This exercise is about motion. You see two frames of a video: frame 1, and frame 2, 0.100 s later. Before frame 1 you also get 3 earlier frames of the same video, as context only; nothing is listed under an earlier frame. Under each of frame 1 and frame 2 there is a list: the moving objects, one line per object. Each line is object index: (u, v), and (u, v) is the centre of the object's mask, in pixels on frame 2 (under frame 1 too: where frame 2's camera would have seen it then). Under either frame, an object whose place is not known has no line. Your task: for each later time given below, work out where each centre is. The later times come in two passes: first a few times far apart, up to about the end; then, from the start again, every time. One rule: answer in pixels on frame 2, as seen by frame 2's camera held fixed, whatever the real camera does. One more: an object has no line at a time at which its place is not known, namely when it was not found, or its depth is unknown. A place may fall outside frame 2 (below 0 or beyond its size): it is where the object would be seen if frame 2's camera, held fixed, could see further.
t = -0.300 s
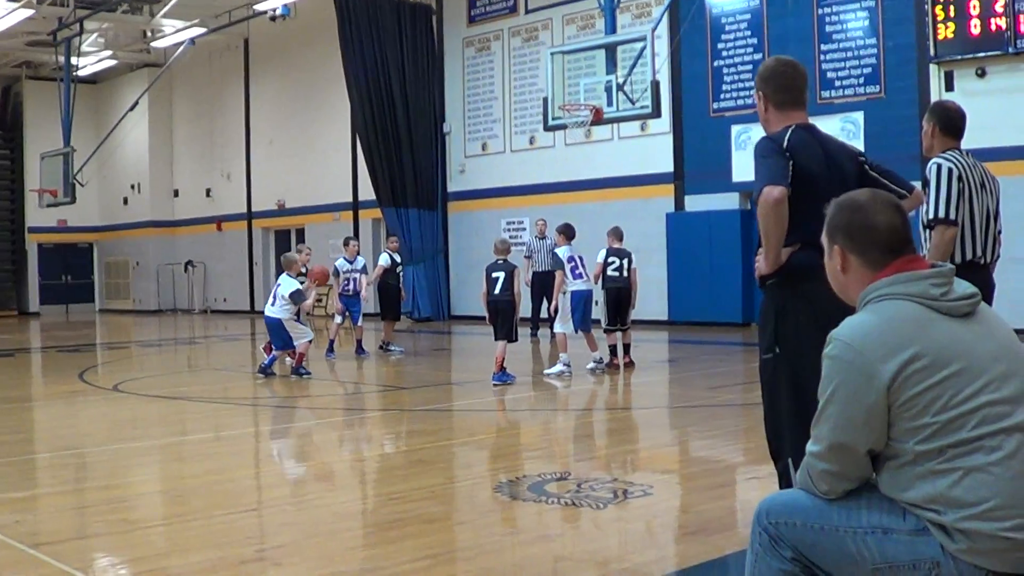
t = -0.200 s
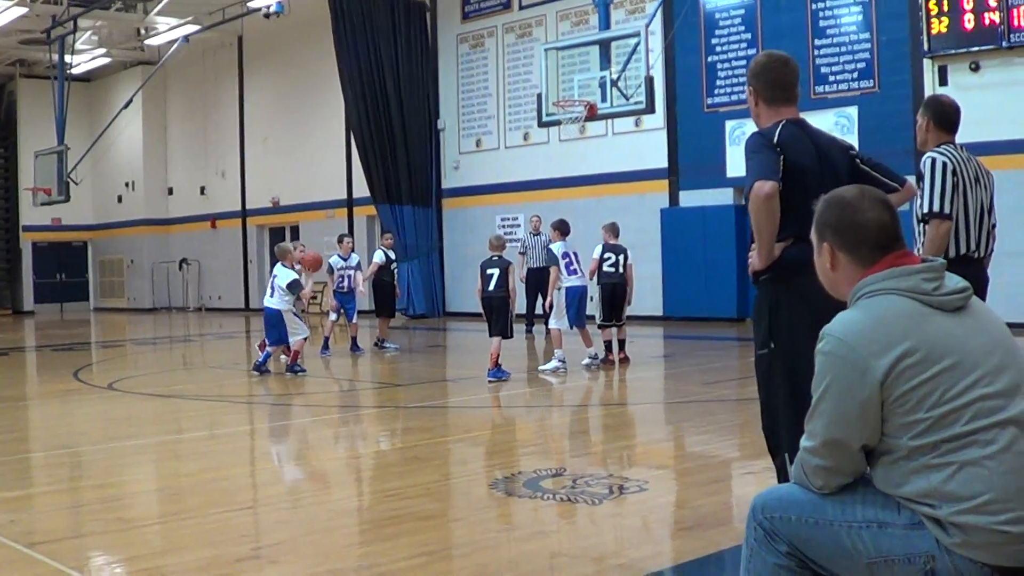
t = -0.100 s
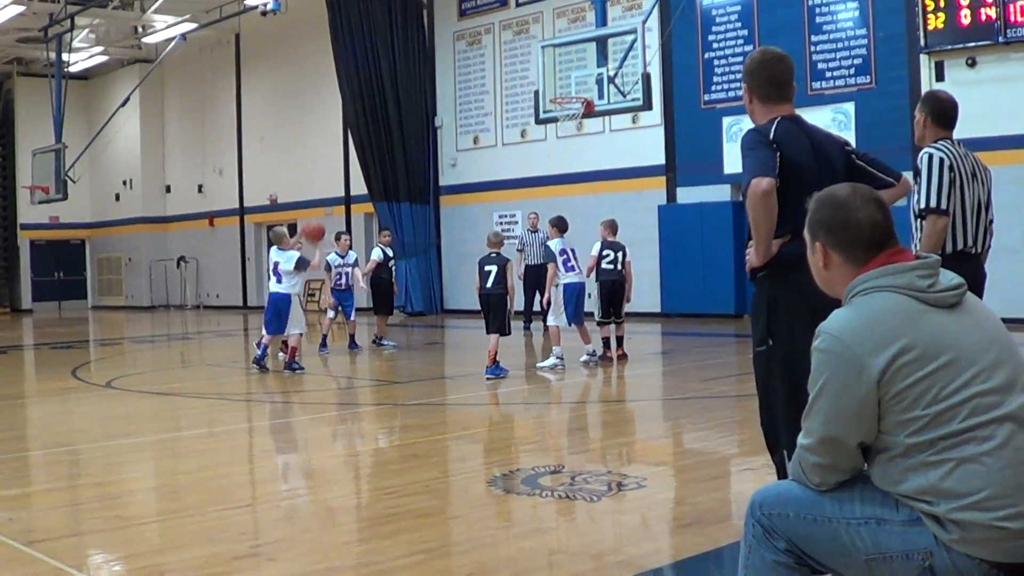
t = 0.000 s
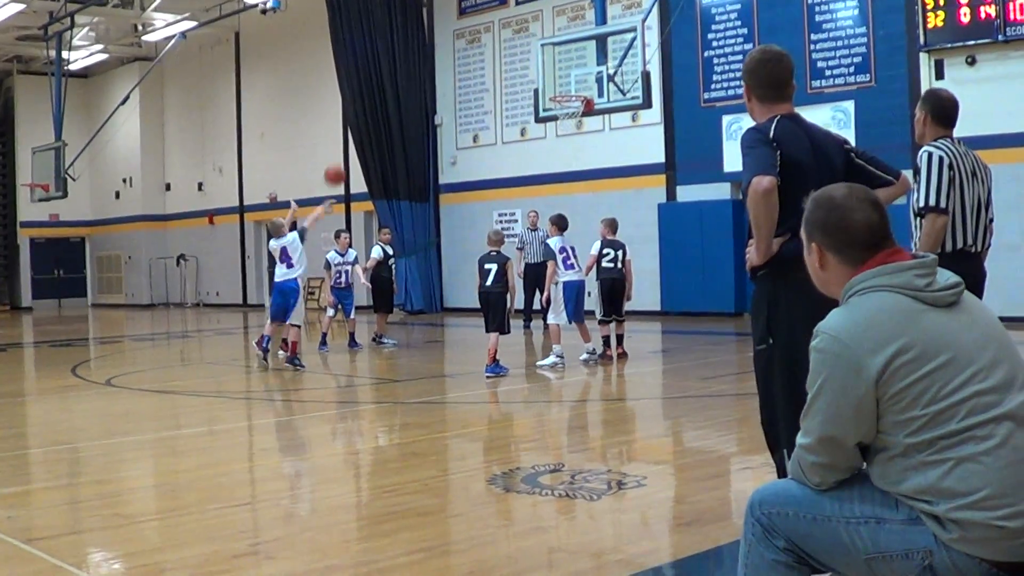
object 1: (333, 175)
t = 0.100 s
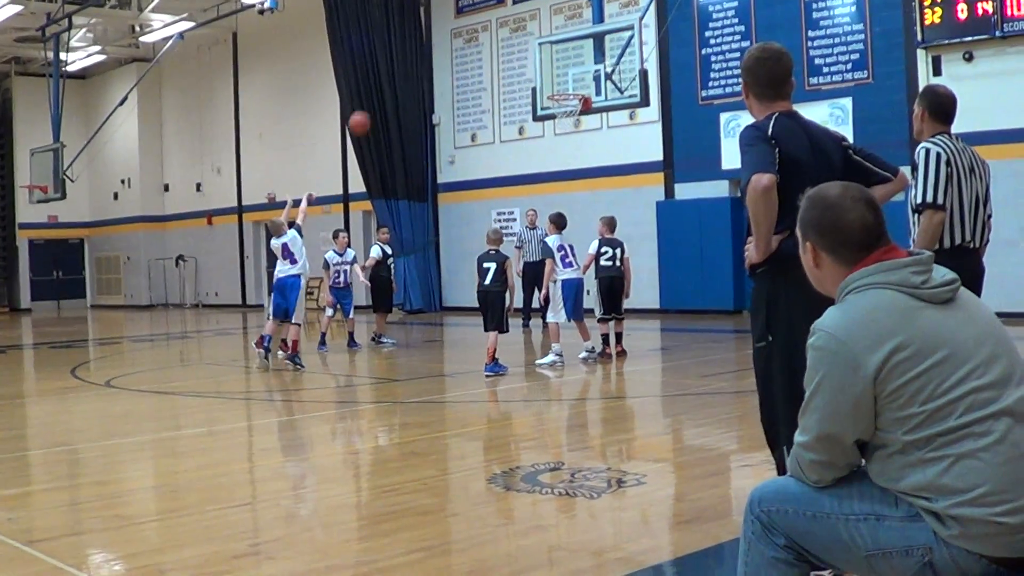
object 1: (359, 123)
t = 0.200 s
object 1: (385, 83)
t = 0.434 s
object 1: (440, 29)
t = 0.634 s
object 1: (485, 21)
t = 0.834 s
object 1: (526, 44)
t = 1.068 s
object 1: (568, 103)
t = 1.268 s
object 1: (577, 163)
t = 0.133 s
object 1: (368, 108)
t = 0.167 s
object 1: (376, 95)
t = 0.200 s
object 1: (385, 83)
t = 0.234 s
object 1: (393, 73)
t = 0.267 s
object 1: (401, 63)
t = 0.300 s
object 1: (409, 54)
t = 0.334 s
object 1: (417, 46)
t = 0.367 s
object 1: (424, 40)
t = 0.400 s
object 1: (433, 33)
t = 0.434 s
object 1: (440, 29)
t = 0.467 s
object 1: (448, 25)
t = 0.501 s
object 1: (455, 23)
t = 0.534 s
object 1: (463, 21)
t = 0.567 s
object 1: (470, 19)
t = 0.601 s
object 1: (477, 19)
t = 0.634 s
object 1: (485, 21)
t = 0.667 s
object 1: (492, 23)
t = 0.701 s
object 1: (499, 25)
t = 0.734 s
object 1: (506, 29)
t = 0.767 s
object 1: (513, 33)
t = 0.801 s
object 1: (519, 38)
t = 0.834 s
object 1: (526, 44)
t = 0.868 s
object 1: (533, 51)
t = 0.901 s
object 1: (540, 59)
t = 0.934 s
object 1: (547, 67)
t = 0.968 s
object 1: (553, 76)
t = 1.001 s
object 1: (559, 85)
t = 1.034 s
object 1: (566, 96)
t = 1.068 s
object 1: (568, 103)
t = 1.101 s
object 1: (573, 113)
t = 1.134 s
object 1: (573, 122)
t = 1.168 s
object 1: (574, 130)
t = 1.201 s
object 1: (575, 141)
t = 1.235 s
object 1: (576, 151)
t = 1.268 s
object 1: (577, 163)
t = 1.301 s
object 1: (578, 177)
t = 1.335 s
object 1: (579, 191)
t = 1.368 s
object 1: (581, 205)
